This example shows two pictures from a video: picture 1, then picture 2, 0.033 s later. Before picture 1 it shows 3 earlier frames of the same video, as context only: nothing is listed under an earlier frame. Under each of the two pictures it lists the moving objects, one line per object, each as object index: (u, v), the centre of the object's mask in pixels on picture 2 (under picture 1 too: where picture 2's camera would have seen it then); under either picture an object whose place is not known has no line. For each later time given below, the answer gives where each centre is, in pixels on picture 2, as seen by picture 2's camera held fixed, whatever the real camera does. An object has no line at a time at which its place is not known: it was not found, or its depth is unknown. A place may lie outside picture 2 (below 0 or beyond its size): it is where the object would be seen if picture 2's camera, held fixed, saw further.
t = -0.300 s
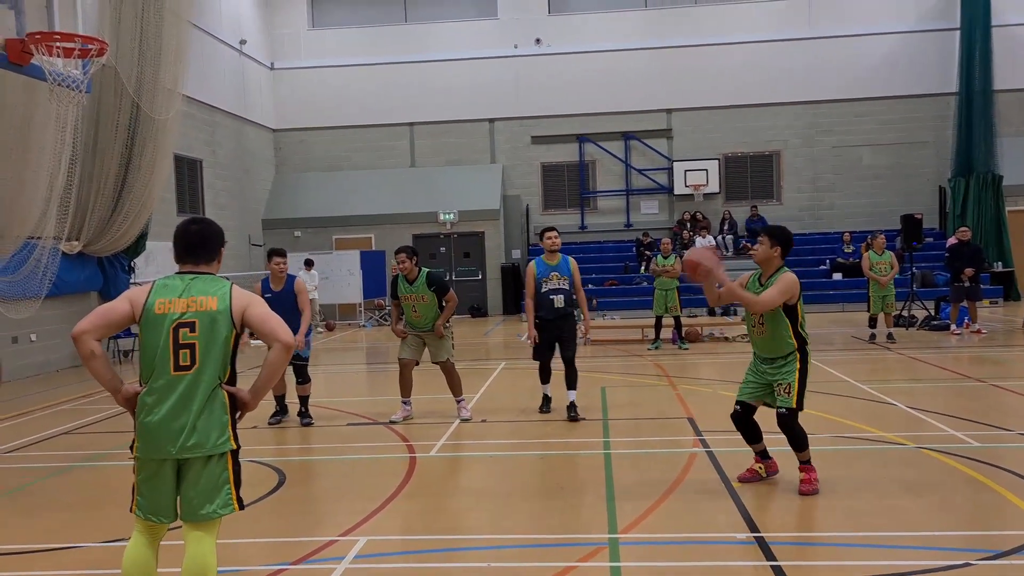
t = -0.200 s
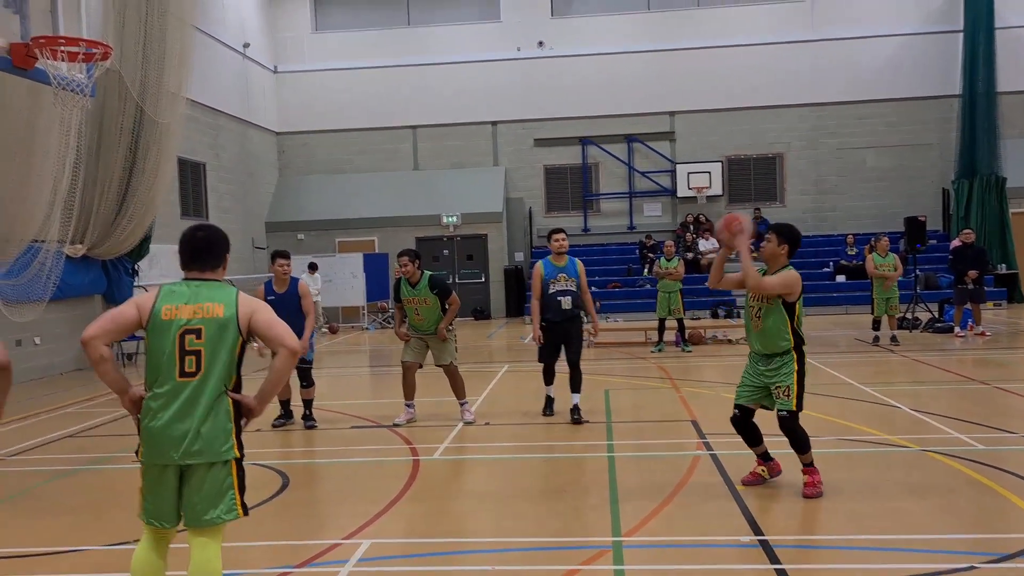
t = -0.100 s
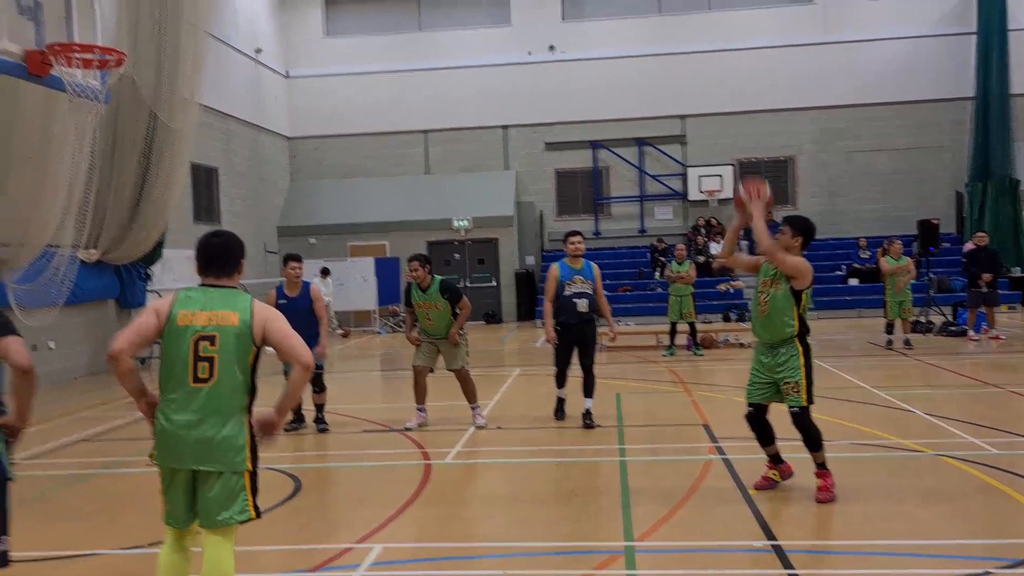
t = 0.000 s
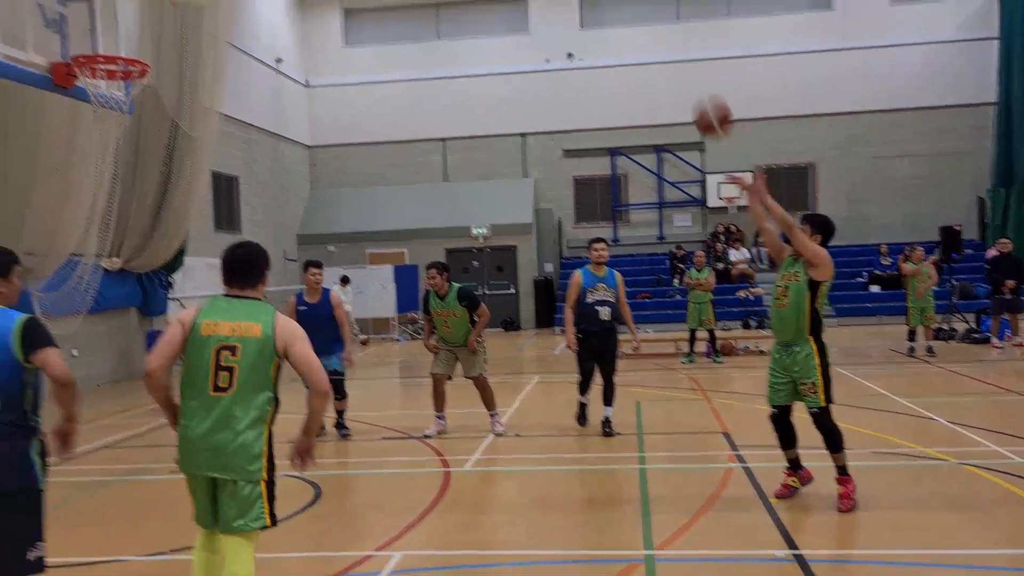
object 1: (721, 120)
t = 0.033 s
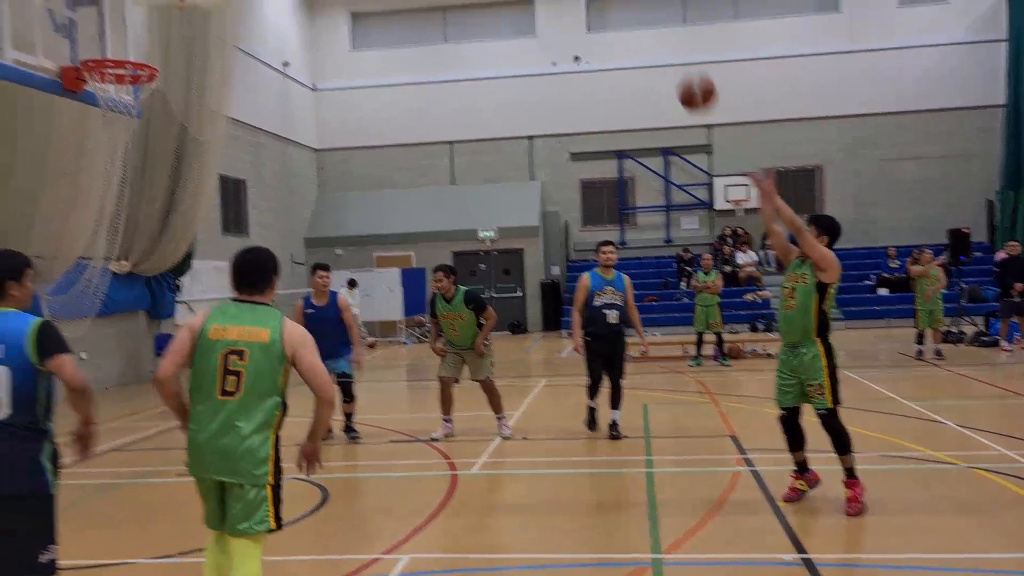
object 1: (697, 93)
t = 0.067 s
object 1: (675, 68)
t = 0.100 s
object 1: (653, 44)
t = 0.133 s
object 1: (630, 21)
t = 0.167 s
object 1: (609, 5)
